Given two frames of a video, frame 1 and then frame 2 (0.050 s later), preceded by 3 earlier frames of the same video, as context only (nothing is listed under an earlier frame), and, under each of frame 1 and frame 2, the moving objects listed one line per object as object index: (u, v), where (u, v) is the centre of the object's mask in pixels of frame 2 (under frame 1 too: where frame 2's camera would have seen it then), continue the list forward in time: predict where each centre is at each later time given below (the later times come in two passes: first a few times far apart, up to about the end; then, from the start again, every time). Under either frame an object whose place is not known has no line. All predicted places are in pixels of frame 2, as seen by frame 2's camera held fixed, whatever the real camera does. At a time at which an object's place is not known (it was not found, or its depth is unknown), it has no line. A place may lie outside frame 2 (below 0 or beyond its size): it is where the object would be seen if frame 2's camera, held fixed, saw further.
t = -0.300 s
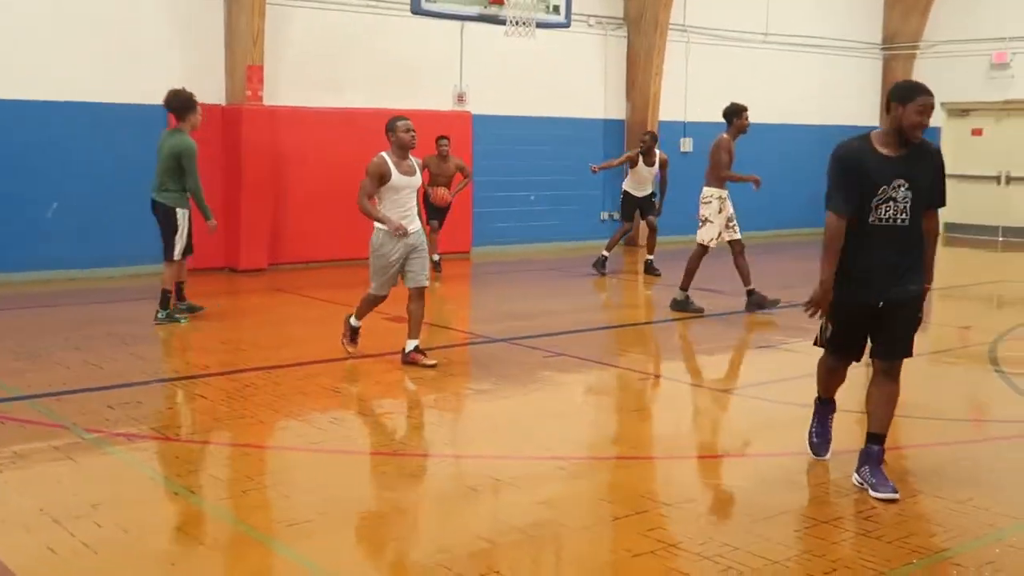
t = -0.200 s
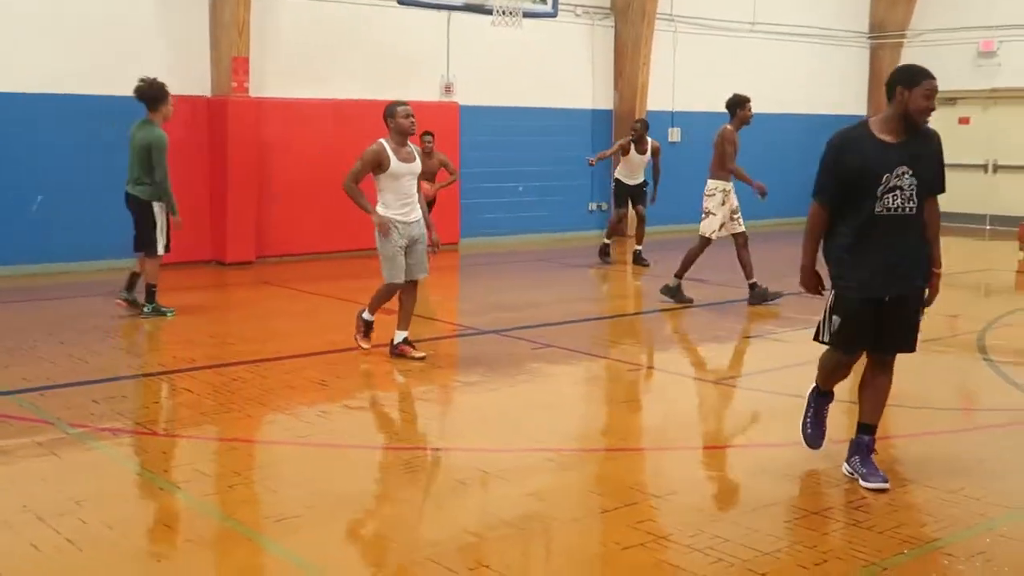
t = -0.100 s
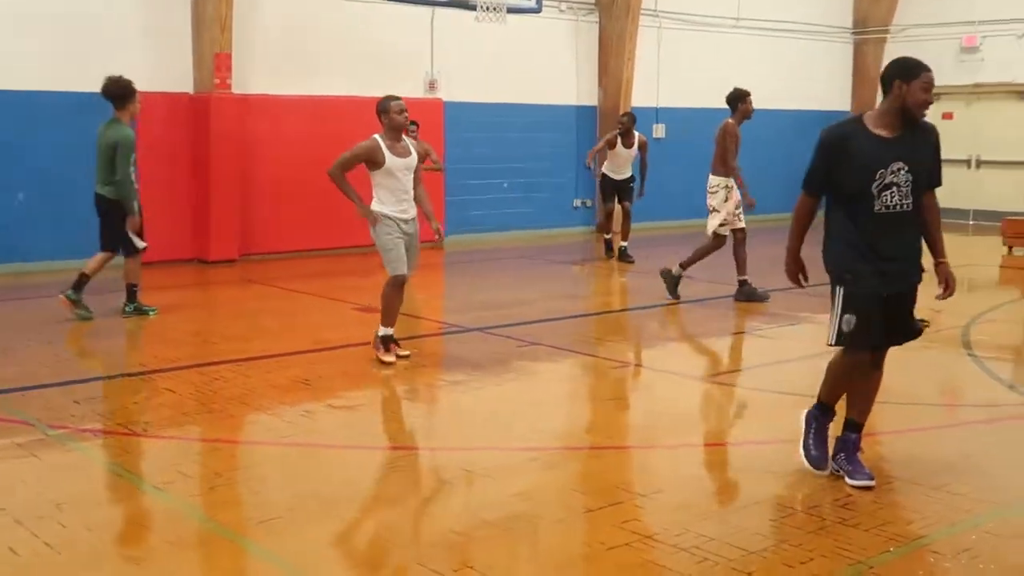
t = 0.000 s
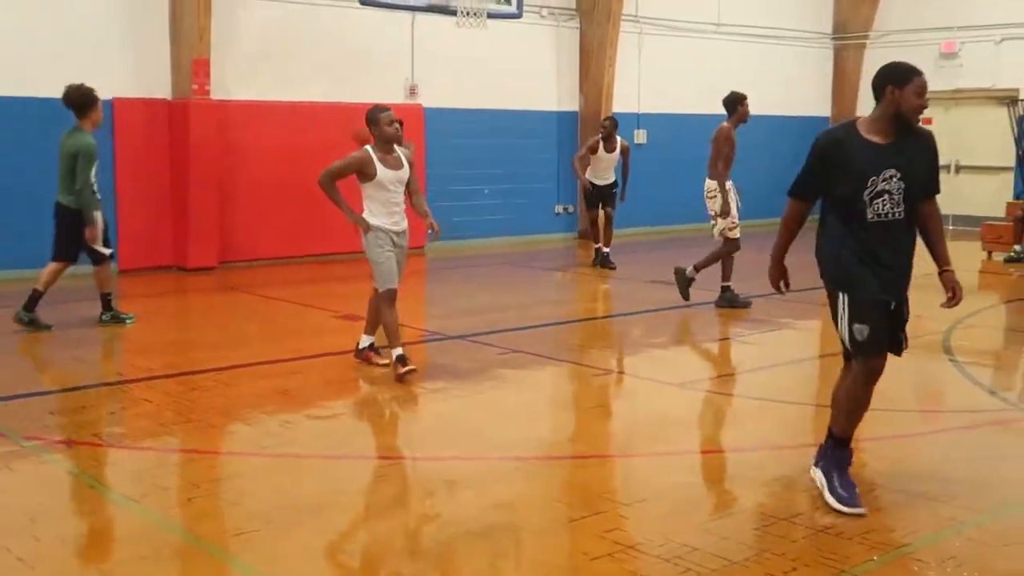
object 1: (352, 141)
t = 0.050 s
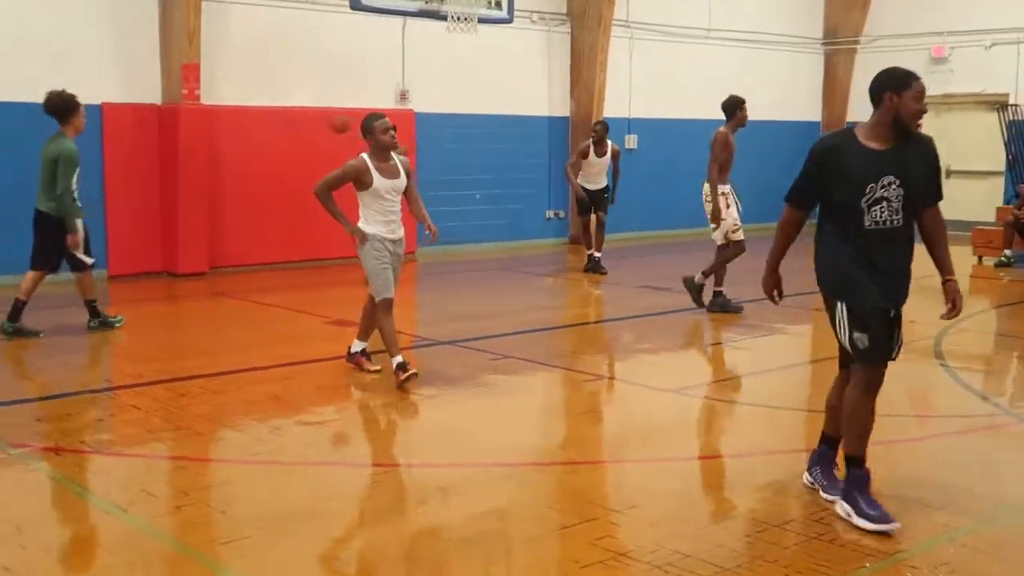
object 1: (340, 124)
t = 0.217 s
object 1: (286, 74)
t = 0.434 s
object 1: (202, 45)
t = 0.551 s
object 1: (148, 51)
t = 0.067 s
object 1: (335, 116)
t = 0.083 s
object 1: (330, 111)
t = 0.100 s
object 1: (325, 105)
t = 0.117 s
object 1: (319, 100)
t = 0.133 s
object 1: (314, 96)
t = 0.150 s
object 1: (309, 91)
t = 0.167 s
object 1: (303, 86)
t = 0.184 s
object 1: (297, 82)
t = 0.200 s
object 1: (292, 78)
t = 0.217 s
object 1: (286, 74)
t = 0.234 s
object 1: (280, 71)
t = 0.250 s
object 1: (274, 67)
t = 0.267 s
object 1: (268, 64)
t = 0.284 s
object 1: (262, 61)
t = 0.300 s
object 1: (255, 58)
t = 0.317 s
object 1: (249, 55)
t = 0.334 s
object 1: (242, 53)
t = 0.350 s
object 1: (236, 51)
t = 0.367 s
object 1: (229, 49)
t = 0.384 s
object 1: (222, 47)
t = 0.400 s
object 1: (216, 46)
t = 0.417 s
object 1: (209, 46)
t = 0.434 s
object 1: (202, 45)
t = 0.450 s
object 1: (196, 46)
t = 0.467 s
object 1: (189, 45)
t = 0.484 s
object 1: (181, 45)
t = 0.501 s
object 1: (173, 46)
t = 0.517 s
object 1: (165, 47)
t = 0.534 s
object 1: (157, 49)
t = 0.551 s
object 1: (148, 51)
